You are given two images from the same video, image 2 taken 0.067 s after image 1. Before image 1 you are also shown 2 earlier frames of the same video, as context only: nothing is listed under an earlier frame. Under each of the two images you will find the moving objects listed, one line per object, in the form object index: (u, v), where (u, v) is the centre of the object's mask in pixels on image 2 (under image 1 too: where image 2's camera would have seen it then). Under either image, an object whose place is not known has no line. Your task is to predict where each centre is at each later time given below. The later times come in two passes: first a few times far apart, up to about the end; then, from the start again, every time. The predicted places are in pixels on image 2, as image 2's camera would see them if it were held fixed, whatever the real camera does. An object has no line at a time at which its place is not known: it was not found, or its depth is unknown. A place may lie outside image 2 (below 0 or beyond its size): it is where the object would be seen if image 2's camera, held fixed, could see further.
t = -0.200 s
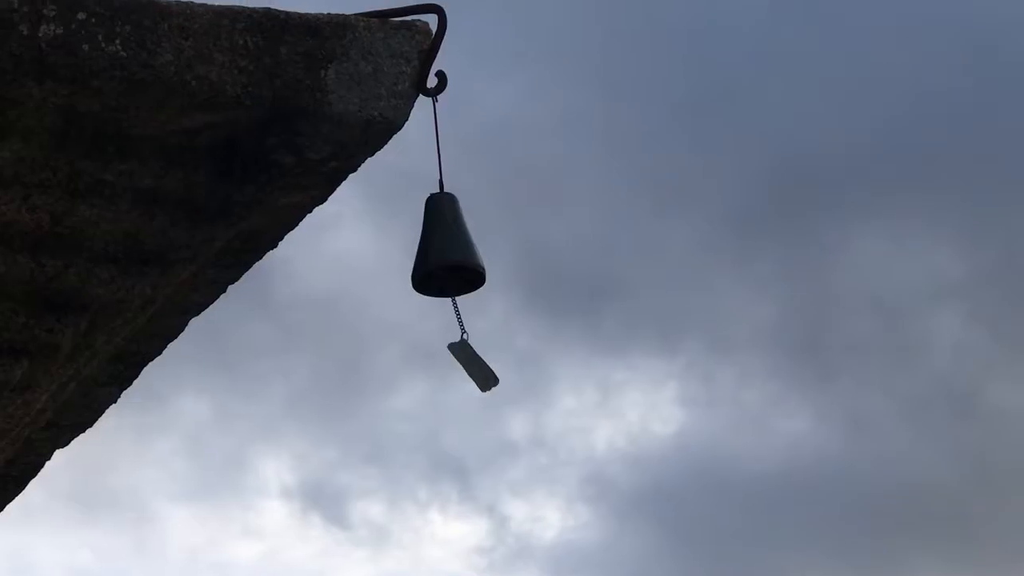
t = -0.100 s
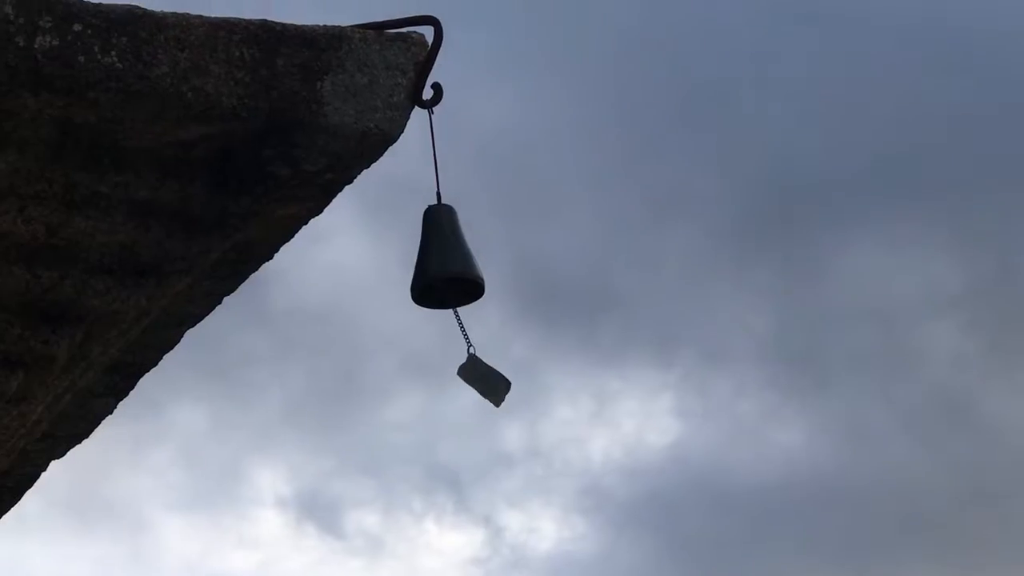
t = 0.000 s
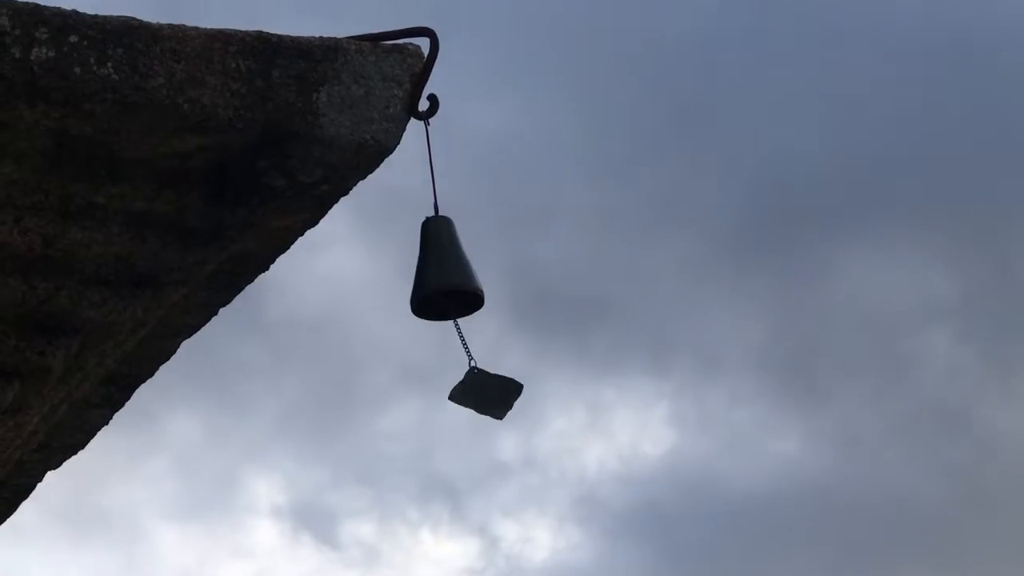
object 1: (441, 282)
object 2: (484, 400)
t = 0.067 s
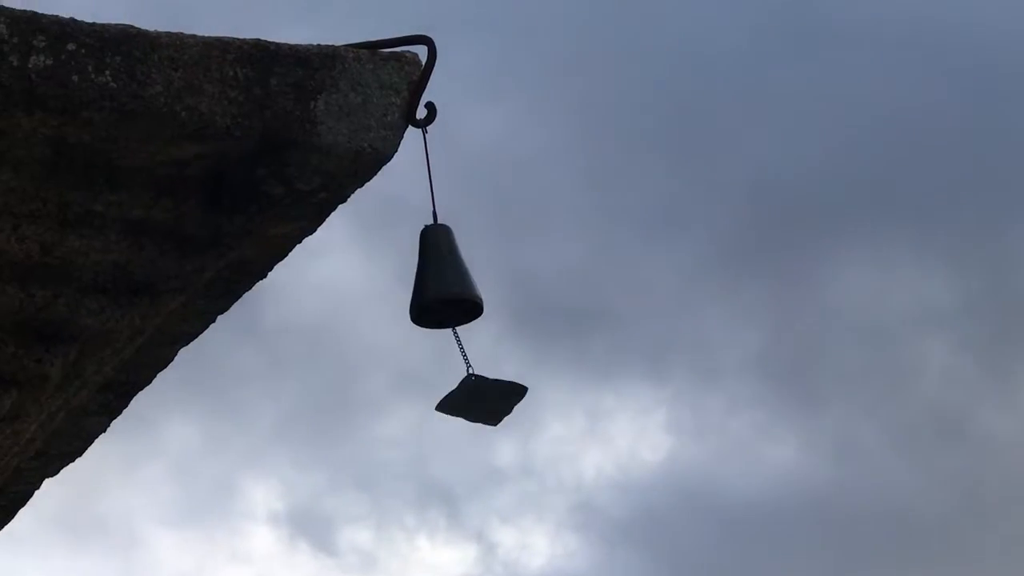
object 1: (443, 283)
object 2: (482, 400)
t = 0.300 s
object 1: (437, 284)
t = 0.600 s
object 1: (424, 289)
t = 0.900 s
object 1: (442, 287)
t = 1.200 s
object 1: (445, 287)
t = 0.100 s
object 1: (443, 283)
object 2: (479, 399)
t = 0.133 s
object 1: (443, 283)
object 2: (473, 398)
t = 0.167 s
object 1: (443, 284)
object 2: (465, 397)
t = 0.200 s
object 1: (442, 284)
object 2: (456, 396)
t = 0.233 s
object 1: (441, 284)
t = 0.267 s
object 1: (439, 284)
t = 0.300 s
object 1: (437, 284)
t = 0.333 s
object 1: (435, 284)
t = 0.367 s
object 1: (433, 285)
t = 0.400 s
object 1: (430, 285)
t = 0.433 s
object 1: (428, 285)
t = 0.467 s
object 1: (427, 286)
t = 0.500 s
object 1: (425, 286)
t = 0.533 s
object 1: (424, 287)
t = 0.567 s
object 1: (424, 288)
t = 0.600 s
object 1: (424, 289)
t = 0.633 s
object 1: (425, 289)
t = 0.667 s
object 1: (426, 290)
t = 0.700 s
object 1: (427, 290)
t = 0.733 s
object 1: (429, 290)
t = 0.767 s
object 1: (432, 290)
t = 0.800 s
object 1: (434, 290)
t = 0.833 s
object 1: (437, 289)
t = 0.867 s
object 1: (440, 288)
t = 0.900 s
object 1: (442, 287)
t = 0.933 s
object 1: (445, 287)
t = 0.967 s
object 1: (447, 286)
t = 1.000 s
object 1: (448, 285)
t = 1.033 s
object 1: (449, 285)
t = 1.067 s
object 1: (449, 285)
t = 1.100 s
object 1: (449, 285)
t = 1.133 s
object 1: (448, 285)
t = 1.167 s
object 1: (447, 286)
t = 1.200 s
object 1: (445, 287)
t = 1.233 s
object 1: (442, 287)
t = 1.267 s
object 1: (440, 288)
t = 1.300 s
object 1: (437, 289)
